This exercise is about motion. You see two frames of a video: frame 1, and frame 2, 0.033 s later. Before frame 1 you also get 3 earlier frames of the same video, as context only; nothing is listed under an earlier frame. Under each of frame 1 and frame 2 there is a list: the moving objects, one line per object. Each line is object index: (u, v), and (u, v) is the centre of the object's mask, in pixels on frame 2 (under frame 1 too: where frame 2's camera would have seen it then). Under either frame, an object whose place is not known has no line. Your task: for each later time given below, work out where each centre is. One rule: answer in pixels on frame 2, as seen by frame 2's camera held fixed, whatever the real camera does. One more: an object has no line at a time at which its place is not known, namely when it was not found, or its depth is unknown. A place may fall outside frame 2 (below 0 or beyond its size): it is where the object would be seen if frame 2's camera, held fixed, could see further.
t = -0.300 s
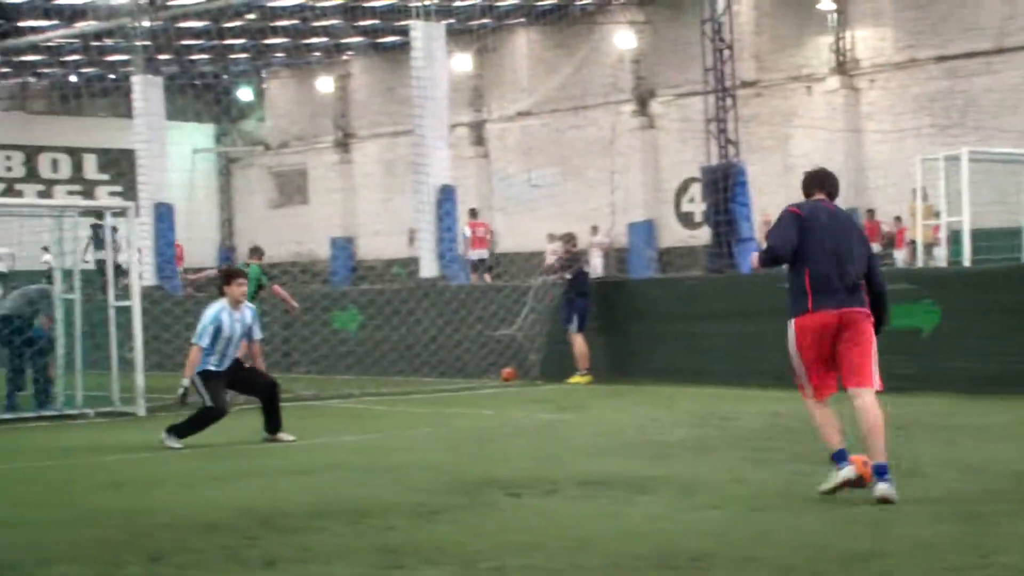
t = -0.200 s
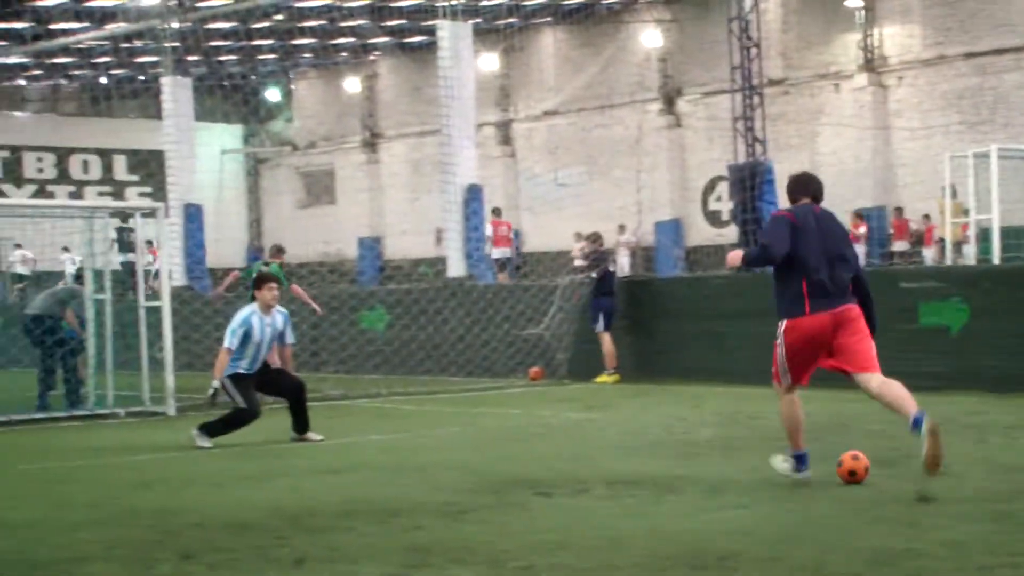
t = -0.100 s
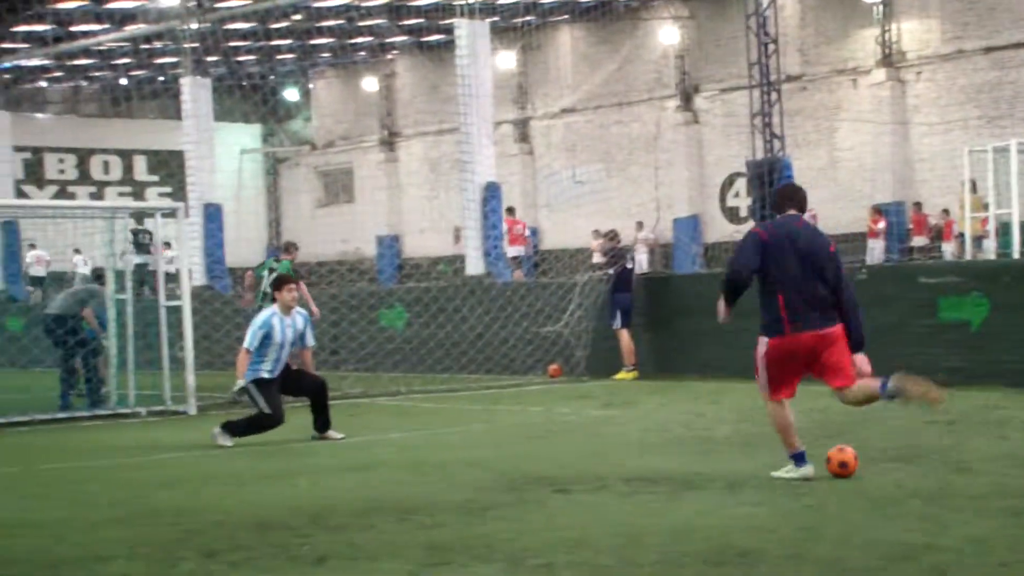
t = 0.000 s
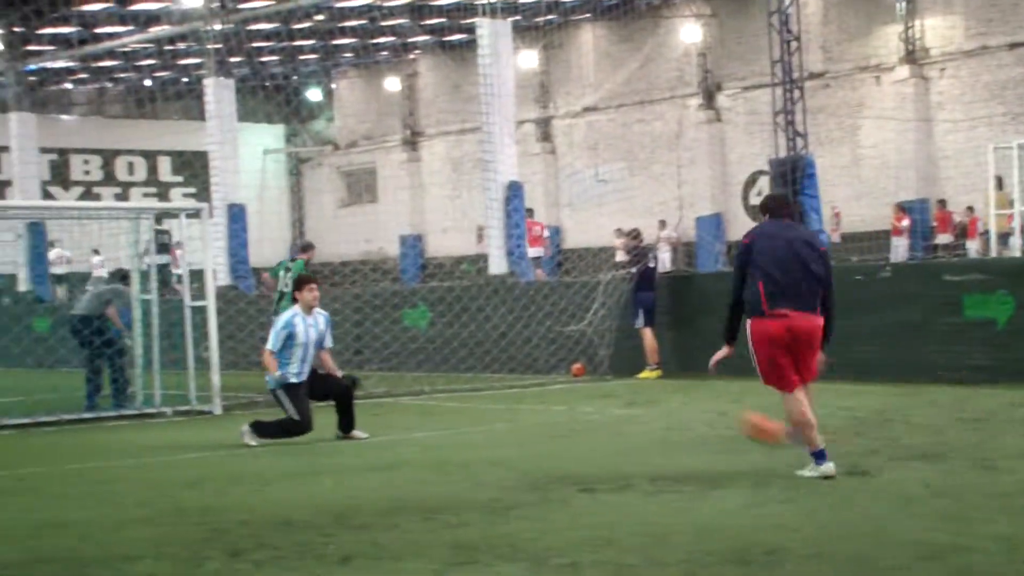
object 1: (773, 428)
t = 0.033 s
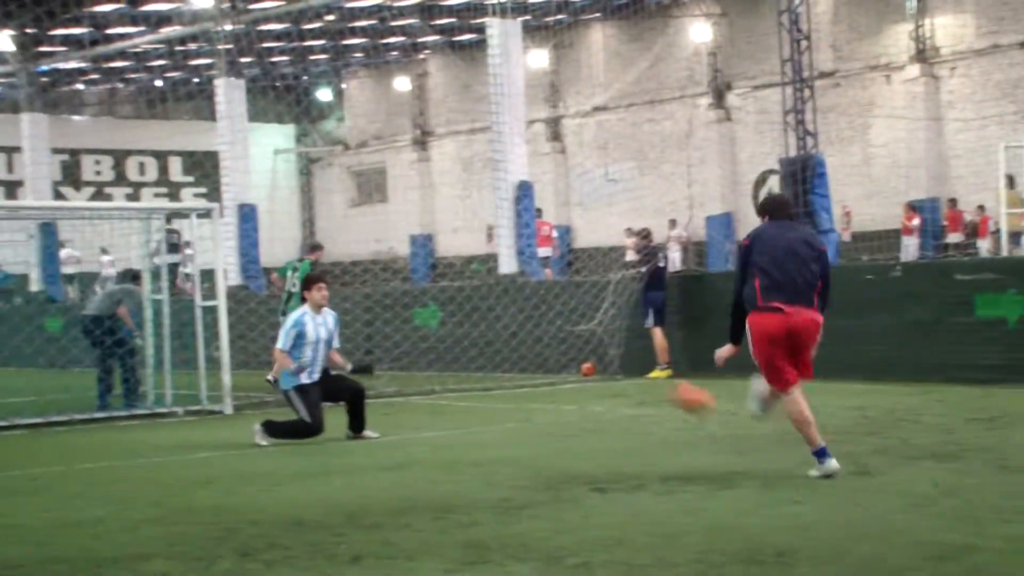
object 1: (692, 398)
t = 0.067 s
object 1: (616, 373)
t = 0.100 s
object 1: (549, 353)
